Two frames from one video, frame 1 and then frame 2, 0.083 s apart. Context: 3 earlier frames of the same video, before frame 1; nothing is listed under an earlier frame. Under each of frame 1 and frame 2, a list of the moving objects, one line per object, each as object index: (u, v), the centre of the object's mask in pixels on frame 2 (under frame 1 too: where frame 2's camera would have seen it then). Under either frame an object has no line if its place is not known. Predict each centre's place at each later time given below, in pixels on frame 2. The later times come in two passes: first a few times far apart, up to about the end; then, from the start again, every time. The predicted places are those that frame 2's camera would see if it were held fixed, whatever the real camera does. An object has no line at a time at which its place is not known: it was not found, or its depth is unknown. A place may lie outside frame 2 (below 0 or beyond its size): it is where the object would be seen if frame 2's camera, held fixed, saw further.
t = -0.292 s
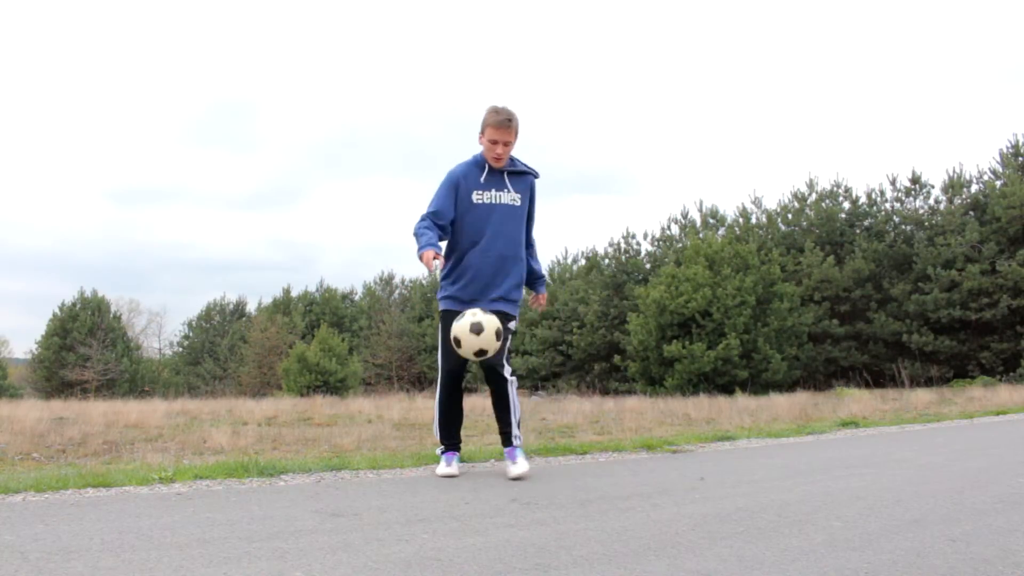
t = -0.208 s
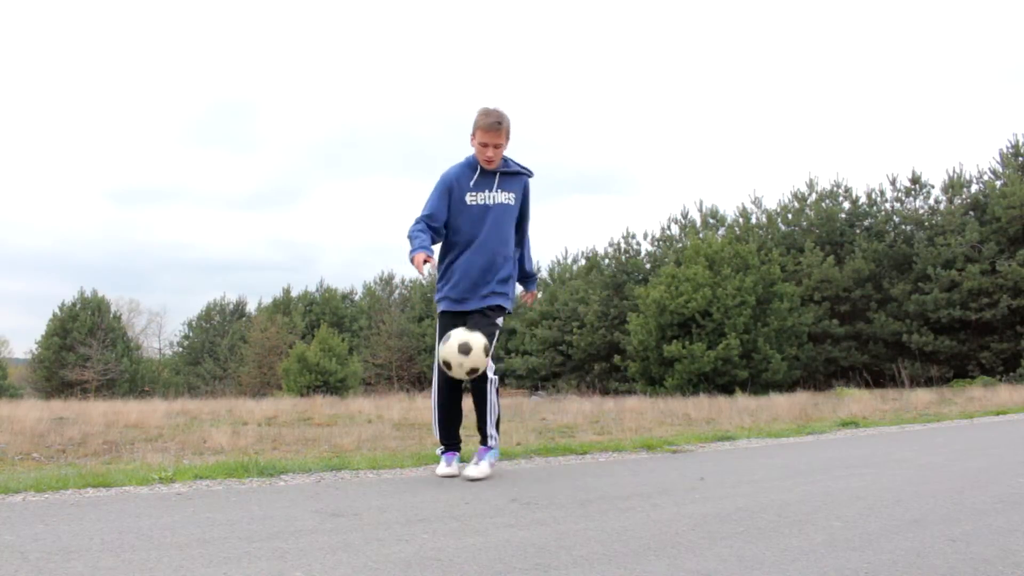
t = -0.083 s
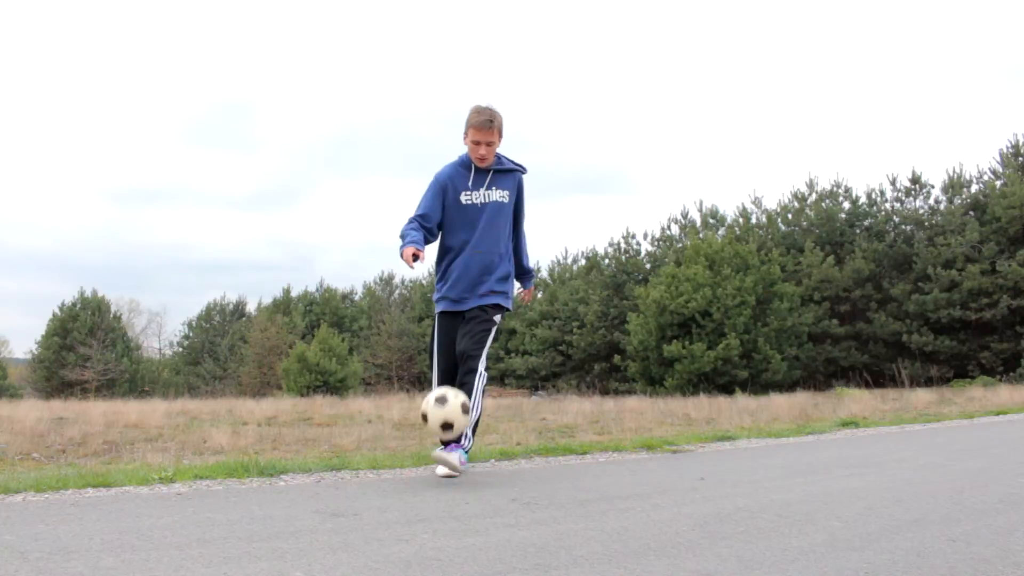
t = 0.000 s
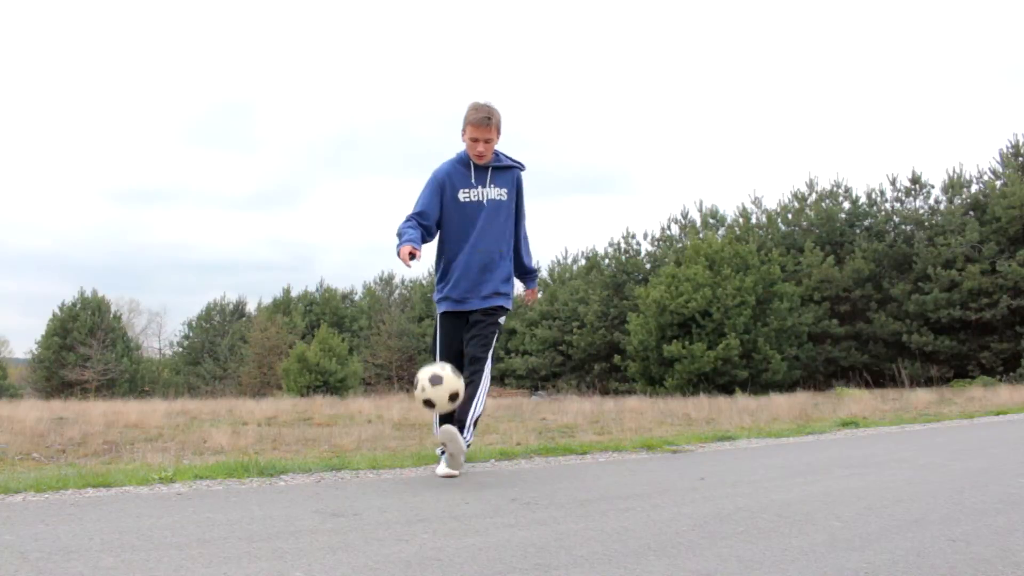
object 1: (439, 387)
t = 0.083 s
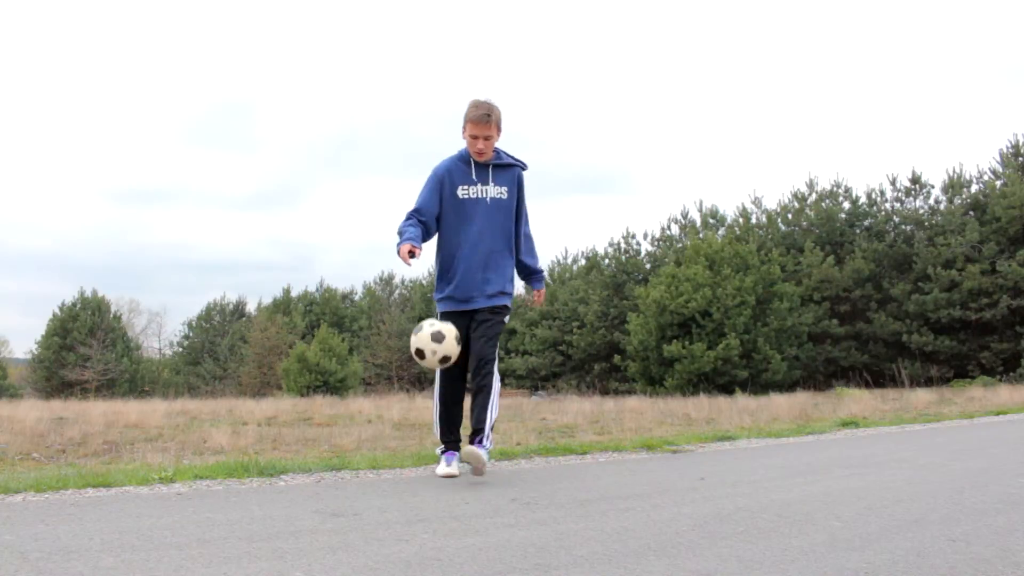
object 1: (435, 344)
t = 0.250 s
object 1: (428, 302)
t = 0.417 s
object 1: (420, 324)
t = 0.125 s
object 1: (433, 328)
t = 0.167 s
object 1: (431, 315)
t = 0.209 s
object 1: (429, 307)
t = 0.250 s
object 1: (428, 302)
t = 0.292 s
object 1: (425, 302)
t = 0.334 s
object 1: (424, 306)
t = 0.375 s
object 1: (422, 313)
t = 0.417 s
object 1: (420, 324)
